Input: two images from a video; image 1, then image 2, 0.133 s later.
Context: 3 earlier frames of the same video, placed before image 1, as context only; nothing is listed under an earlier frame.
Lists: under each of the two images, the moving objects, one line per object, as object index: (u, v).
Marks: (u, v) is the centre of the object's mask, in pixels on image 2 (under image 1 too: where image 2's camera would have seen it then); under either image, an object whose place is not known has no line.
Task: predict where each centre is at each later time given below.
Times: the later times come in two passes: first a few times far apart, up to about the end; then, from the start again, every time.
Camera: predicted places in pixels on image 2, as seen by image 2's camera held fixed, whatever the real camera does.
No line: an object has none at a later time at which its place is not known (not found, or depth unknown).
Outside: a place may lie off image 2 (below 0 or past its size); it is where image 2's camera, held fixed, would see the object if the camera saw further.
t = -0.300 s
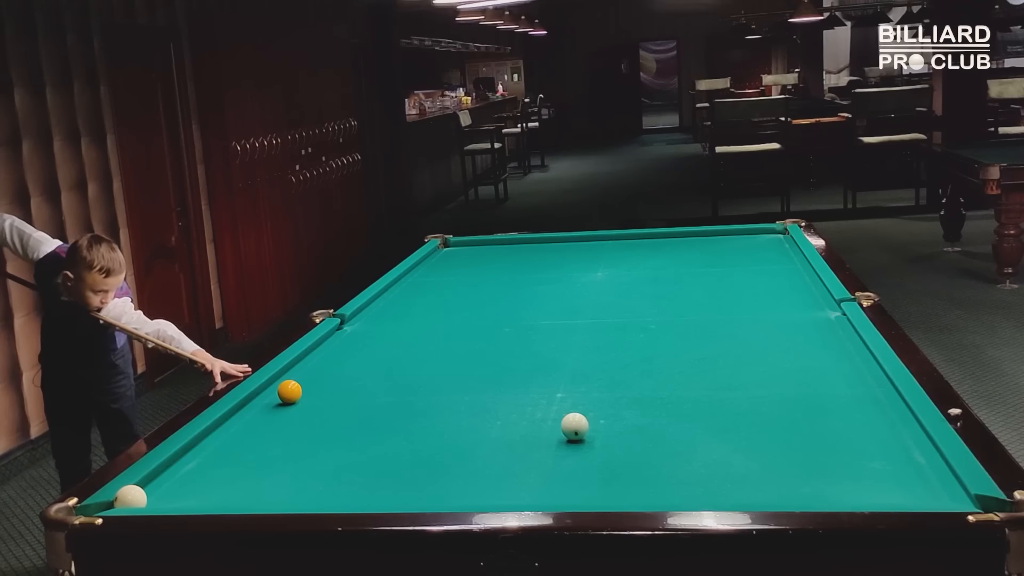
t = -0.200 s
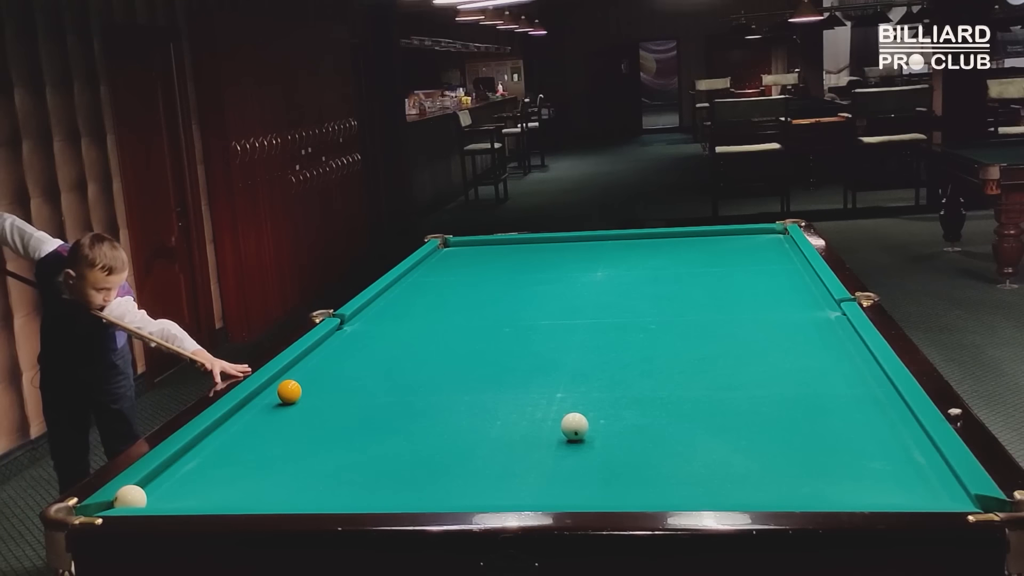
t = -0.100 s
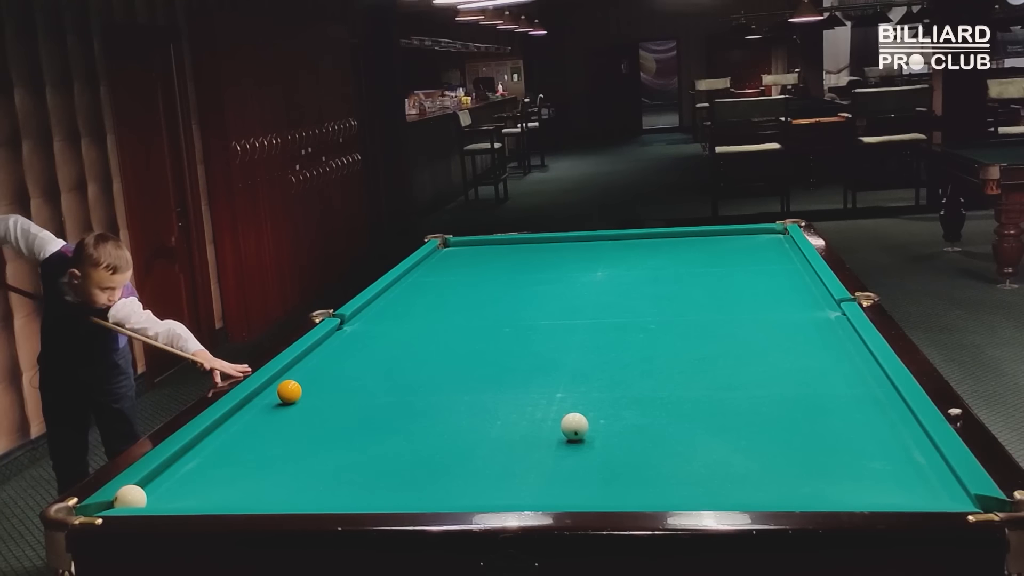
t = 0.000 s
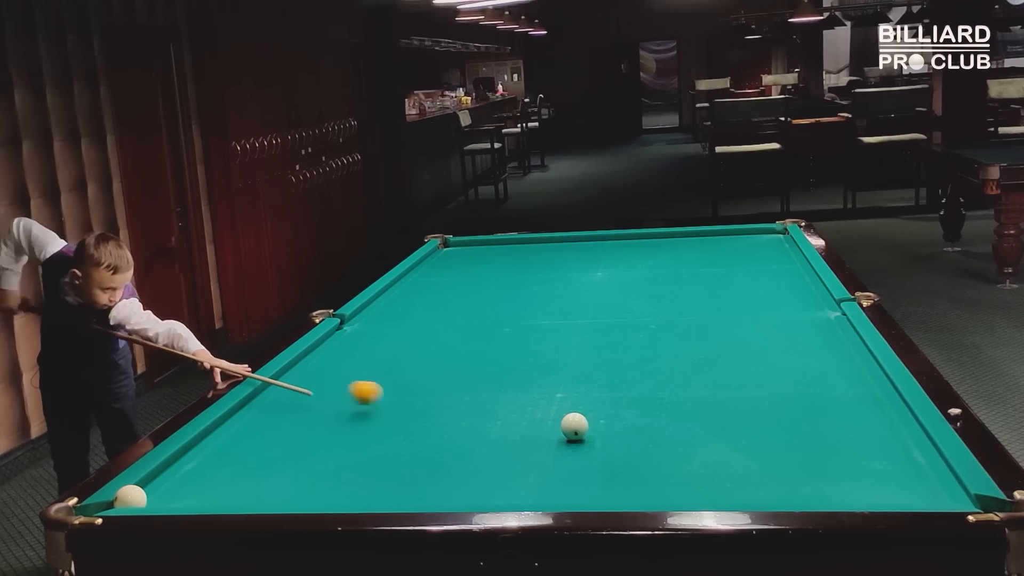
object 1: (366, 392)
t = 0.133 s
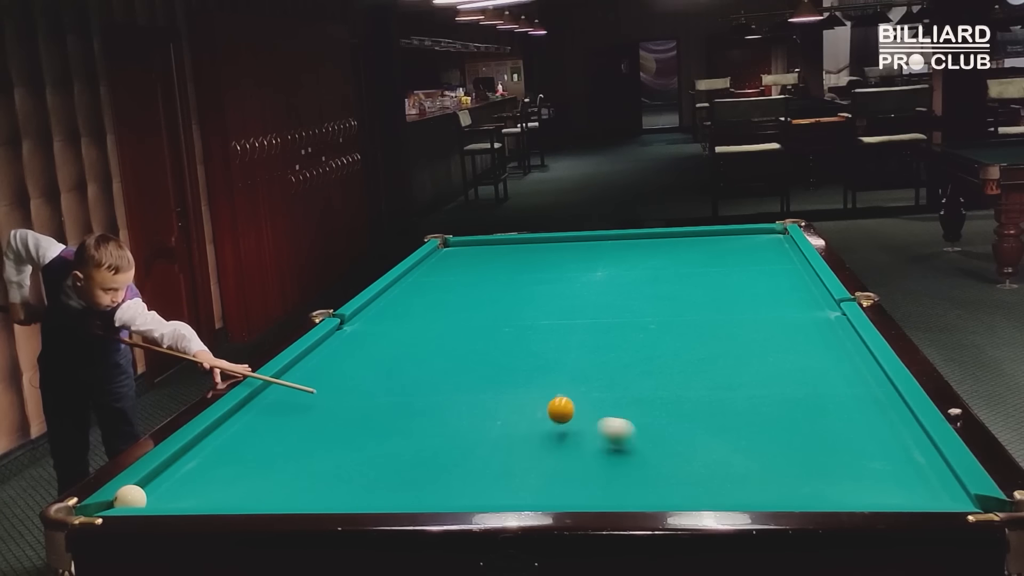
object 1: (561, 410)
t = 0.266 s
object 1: (604, 406)
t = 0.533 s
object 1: (678, 394)
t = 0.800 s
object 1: (751, 380)
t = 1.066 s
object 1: (818, 366)
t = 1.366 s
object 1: (841, 352)
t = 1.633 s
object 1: (799, 340)
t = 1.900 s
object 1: (761, 329)
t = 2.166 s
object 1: (728, 320)
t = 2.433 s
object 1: (698, 312)
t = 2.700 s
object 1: (669, 304)
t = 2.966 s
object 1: (645, 297)
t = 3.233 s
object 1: (623, 291)
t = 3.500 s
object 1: (604, 286)
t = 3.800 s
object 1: (584, 280)
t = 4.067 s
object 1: (567, 275)
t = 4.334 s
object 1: (552, 271)
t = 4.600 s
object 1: (538, 267)
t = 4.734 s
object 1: (531, 266)
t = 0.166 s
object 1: (571, 403)
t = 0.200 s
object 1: (582, 400)
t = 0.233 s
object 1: (593, 401)
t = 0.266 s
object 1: (604, 406)
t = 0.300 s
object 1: (615, 402)
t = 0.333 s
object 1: (624, 399)
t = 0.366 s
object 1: (634, 400)
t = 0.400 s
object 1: (644, 399)
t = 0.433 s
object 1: (654, 398)
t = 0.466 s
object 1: (664, 396)
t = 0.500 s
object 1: (673, 395)
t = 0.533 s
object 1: (678, 394)
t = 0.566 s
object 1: (687, 392)
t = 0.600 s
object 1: (697, 390)
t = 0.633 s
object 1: (706, 389)
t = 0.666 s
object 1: (715, 387)
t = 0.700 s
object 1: (724, 385)
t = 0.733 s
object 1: (733, 383)
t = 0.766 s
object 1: (742, 381)
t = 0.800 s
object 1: (751, 380)
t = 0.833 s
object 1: (760, 378)
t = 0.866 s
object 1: (768, 376)
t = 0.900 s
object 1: (777, 375)
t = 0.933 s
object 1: (785, 373)
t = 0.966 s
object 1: (794, 371)
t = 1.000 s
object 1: (802, 369)
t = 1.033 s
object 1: (810, 368)
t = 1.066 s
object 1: (818, 366)
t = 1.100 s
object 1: (826, 365)
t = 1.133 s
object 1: (835, 363)
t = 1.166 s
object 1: (843, 362)
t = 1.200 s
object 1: (850, 360)
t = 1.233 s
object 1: (858, 358)
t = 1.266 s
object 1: (861, 357)
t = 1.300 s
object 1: (854, 355)
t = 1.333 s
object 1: (847, 353)
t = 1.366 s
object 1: (841, 352)
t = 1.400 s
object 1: (836, 350)
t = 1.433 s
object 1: (830, 349)
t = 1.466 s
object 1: (825, 347)
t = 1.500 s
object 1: (819, 346)
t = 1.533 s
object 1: (814, 344)
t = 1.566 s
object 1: (809, 343)
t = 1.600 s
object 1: (804, 341)
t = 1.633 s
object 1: (799, 340)
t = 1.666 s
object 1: (794, 339)
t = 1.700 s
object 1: (789, 337)
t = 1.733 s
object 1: (784, 336)
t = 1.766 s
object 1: (779, 335)
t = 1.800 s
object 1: (774, 333)
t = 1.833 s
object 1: (770, 332)
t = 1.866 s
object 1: (766, 331)
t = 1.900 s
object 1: (761, 329)
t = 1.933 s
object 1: (757, 328)
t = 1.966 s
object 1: (752, 327)
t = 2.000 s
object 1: (748, 326)
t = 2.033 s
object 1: (744, 325)
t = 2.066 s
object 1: (740, 323)
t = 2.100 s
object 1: (736, 322)
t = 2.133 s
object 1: (732, 321)
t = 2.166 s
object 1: (728, 320)
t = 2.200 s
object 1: (724, 319)
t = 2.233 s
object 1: (720, 318)
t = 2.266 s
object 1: (716, 317)
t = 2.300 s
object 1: (712, 316)
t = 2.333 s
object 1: (709, 315)
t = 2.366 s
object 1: (705, 314)
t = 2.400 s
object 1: (701, 313)
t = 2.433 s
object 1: (698, 312)
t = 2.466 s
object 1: (694, 311)
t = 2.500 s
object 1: (689, 309)
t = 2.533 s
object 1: (685, 308)
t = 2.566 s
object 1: (682, 307)
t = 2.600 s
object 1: (679, 306)
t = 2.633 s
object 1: (675, 305)
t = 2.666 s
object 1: (672, 305)
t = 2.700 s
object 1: (669, 304)
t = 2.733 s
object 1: (666, 303)
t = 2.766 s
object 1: (663, 302)
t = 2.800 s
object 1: (660, 301)
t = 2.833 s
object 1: (657, 300)
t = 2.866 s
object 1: (654, 299)
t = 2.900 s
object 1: (651, 299)
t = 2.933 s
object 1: (648, 298)
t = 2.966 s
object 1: (645, 297)
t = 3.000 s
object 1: (642, 296)
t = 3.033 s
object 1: (639, 295)
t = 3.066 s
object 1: (637, 295)
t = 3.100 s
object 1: (634, 294)
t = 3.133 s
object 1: (631, 293)
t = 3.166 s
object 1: (628, 292)
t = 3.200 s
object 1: (626, 292)
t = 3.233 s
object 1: (623, 291)
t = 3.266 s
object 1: (621, 290)
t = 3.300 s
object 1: (618, 290)
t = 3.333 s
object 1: (615, 289)
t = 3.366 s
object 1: (614, 288)
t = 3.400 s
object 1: (612, 288)
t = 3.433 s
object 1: (609, 287)
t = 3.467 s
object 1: (607, 286)
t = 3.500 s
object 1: (604, 286)
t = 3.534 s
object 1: (602, 285)
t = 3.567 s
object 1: (599, 284)
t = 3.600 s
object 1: (597, 284)
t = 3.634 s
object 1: (595, 283)
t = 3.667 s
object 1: (593, 282)
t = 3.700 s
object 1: (590, 282)
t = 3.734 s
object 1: (588, 281)
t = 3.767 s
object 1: (586, 281)
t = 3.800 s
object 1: (584, 280)
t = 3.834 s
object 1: (581, 279)
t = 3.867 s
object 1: (579, 279)
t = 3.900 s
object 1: (577, 278)
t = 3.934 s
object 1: (575, 278)
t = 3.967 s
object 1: (573, 277)
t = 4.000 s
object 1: (571, 276)
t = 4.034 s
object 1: (569, 276)
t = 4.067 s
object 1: (567, 275)
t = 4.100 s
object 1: (565, 275)
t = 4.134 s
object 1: (563, 274)
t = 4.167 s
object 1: (561, 274)
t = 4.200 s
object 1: (559, 273)
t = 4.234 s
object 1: (557, 273)
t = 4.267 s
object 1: (555, 272)
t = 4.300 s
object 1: (554, 272)
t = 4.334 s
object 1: (552, 271)
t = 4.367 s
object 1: (550, 271)
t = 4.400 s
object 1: (548, 270)
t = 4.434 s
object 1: (546, 270)
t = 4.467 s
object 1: (545, 269)
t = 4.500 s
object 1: (543, 269)
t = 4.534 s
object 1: (541, 268)
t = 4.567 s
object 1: (540, 268)
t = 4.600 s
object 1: (538, 267)
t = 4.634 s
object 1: (536, 267)
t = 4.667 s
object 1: (535, 266)
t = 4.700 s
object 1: (533, 266)
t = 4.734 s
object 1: (531, 266)
